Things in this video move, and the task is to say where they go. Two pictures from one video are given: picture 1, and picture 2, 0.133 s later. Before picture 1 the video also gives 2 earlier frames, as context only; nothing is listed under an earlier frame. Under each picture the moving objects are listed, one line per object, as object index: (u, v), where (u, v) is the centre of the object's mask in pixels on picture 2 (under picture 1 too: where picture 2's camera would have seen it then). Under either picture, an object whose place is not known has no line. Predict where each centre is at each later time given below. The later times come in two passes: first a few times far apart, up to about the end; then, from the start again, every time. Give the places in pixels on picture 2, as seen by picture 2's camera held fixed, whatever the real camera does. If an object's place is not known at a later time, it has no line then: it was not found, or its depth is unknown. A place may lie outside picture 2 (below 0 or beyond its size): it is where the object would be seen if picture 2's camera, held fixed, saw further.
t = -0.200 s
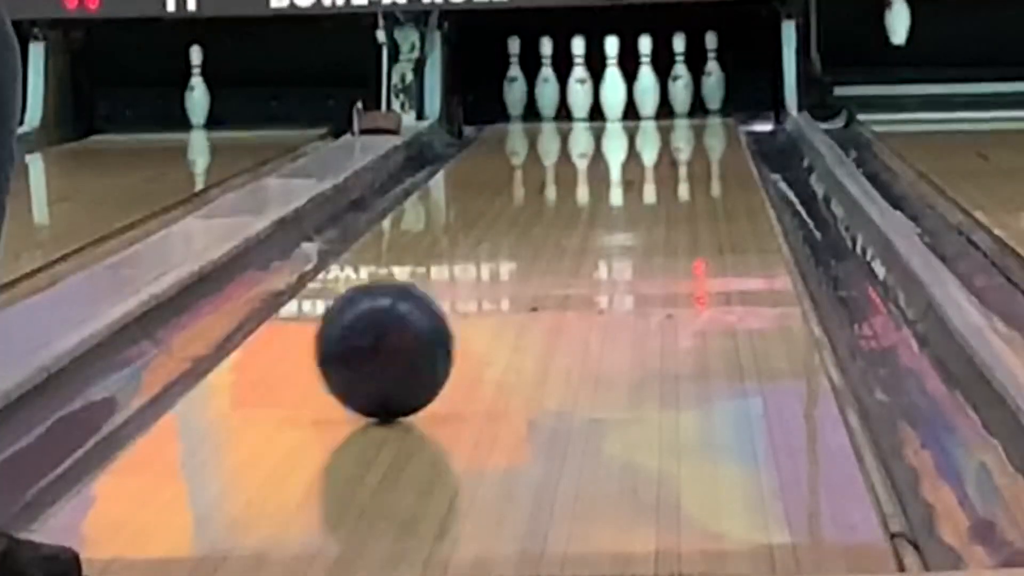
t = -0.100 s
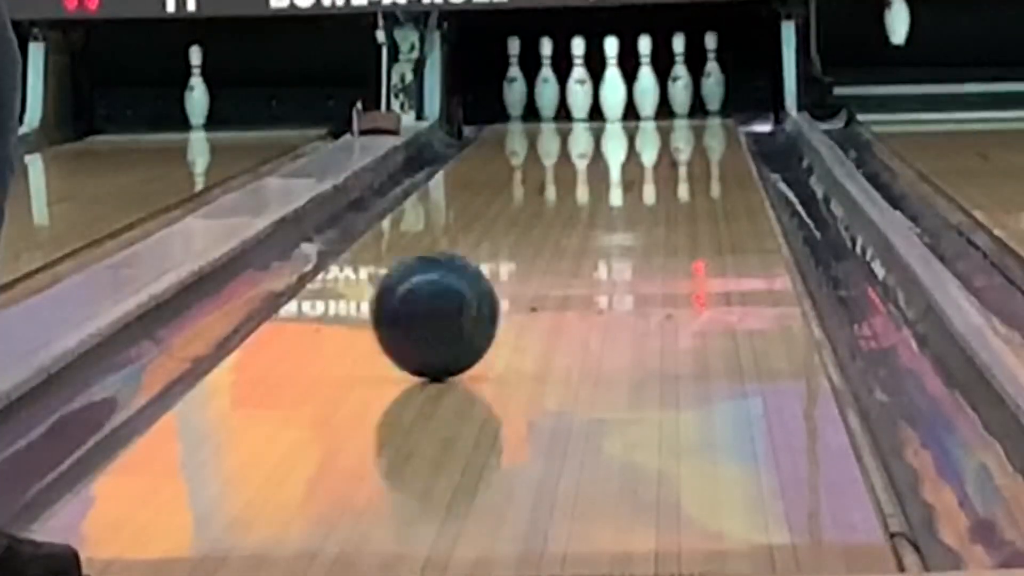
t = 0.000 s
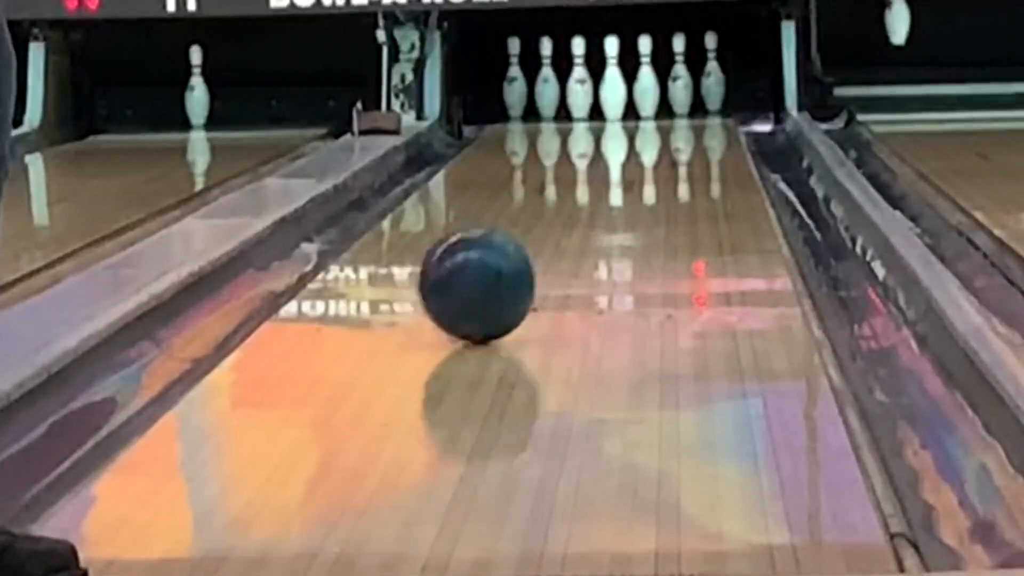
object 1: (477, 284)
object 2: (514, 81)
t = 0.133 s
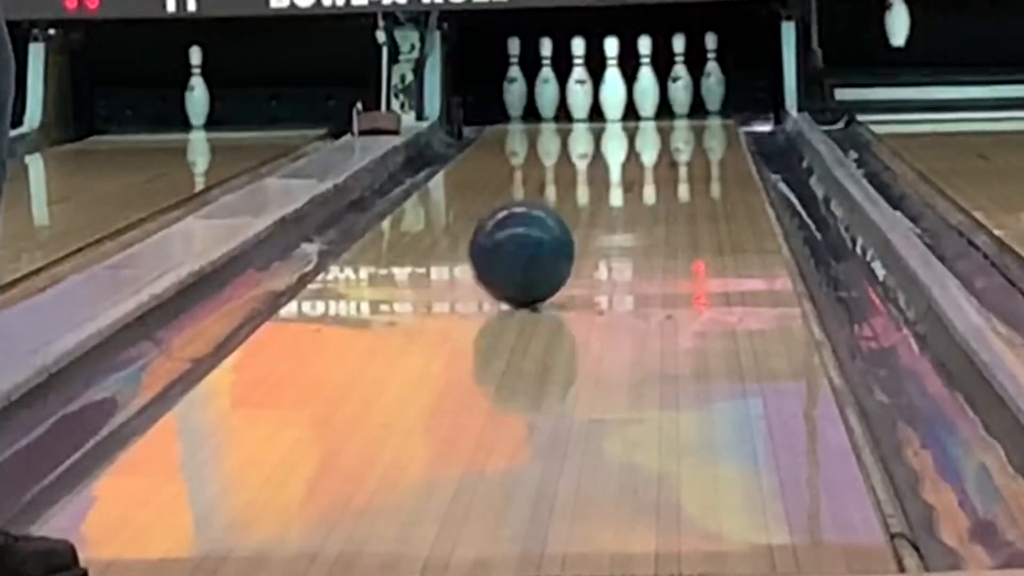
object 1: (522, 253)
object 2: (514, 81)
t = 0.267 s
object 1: (558, 227)
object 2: (514, 81)
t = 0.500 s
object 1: (605, 191)
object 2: (514, 81)
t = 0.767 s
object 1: (642, 162)
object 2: (514, 81)
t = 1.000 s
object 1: (662, 143)
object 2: (514, 81)
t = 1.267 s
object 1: (674, 124)
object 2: (514, 80)
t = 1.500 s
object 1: (668, 111)
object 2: (514, 81)
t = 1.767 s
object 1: (646, 102)
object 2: (514, 81)
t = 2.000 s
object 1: (627, 97)
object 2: (505, 79)
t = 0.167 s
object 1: (532, 246)
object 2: (514, 81)
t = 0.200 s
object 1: (541, 239)
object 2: (514, 81)
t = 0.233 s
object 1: (549, 233)
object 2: (514, 81)
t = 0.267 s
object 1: (558, 227)
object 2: (514, 81)
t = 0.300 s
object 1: (566, 221)
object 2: (514, 81)
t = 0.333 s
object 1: (573, 216)
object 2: (514, 81)
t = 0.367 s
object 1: (580, 210)
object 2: (514, 80)
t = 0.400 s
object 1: (587, 205)
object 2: (514, 80)
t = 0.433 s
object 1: (594, 200)
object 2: (514, 81)
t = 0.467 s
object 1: (599, 196)
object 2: (514, 81)
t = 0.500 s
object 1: (605, 191)
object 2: (514, 81)
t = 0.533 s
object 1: (611, 187)
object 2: (514, 81)
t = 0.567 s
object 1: (616, 182)
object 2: (514, 81)
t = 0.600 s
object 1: (621, 179)
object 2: (514, 81)
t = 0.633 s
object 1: (625, 175)
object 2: (514, 81)
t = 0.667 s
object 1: (630, 171)
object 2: (514, 81)
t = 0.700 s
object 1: (634, 168)
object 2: (514, 81)
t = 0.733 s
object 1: (638, 165)
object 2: (514, 81)
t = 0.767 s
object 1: (642, 162)
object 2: (514, 81)
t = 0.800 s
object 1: (645, 159)
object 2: (514, 81)
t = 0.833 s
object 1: (649, 156)
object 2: (514, 81)
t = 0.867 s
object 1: (653, 153)
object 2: (514, 81)
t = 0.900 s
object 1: (656, 151)
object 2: (514, 81)
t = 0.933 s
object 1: (658, 147)
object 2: (514, 81)
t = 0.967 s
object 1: (661, 145)
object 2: (514, 81)
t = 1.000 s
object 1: (662, 143)
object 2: (514, 81)
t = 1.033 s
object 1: (665, 140)
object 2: (514, 81)
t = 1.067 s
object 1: (668, 138)
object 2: (514, 81)
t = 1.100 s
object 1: (669, 135)
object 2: (514, 81)
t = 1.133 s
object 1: (671, 132)
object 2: (514, 80)
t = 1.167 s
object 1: (672, 130)
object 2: (514, 80)
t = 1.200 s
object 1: (673, 128)
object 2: (514, 80)
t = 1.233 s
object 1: (674, 125)
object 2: (514, 81)
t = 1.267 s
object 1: (674, 124)
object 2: (514, 80)
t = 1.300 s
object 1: (674, 122)
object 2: (514, 80)
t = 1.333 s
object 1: (674, 120)
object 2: (514, 80)
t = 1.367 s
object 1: (674, 118)
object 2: (514, 81)
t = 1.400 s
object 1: (673, 116)
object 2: (514, 80)
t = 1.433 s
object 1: (672, 115)
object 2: (514, 81)
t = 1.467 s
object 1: (671, 113)
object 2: (514, 80)
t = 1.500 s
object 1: (668, 111)
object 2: (514, 81)
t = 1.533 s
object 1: (667, 109)
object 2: (514, 81)
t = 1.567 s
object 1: (665, 108)
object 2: (514, 81)
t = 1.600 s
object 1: (662, 107)
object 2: (514, 81)
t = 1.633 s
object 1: (659, 106)
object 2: (514, 81)
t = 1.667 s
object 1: (656, 105)
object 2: (514, 81)
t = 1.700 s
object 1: (653, 103)
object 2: (514, 81)
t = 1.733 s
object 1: (649, 102)
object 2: (514, 81)
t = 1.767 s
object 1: (646, 102)
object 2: (514, 81)
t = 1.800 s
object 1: (642, 101)
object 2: (514, 81)
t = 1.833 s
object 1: (638, 99)
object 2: (514, 81)
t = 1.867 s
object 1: (633, 97)
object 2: (514, 81)
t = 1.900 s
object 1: (631, 97)
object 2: (514, 81)
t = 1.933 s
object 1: (632, 97)
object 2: (514, 81)
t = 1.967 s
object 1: (629, 96)
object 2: (513, 79)
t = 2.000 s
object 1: (627, 97)
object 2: (505, 79)
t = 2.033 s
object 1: (627, 96)
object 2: (495, 82)
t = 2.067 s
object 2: (487, 90)
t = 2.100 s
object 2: (478, 90)
